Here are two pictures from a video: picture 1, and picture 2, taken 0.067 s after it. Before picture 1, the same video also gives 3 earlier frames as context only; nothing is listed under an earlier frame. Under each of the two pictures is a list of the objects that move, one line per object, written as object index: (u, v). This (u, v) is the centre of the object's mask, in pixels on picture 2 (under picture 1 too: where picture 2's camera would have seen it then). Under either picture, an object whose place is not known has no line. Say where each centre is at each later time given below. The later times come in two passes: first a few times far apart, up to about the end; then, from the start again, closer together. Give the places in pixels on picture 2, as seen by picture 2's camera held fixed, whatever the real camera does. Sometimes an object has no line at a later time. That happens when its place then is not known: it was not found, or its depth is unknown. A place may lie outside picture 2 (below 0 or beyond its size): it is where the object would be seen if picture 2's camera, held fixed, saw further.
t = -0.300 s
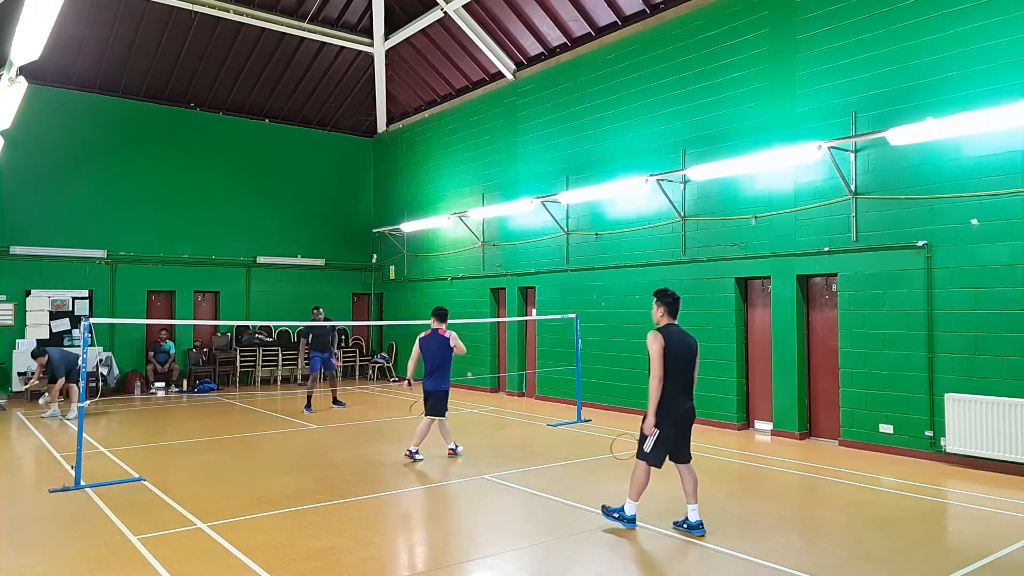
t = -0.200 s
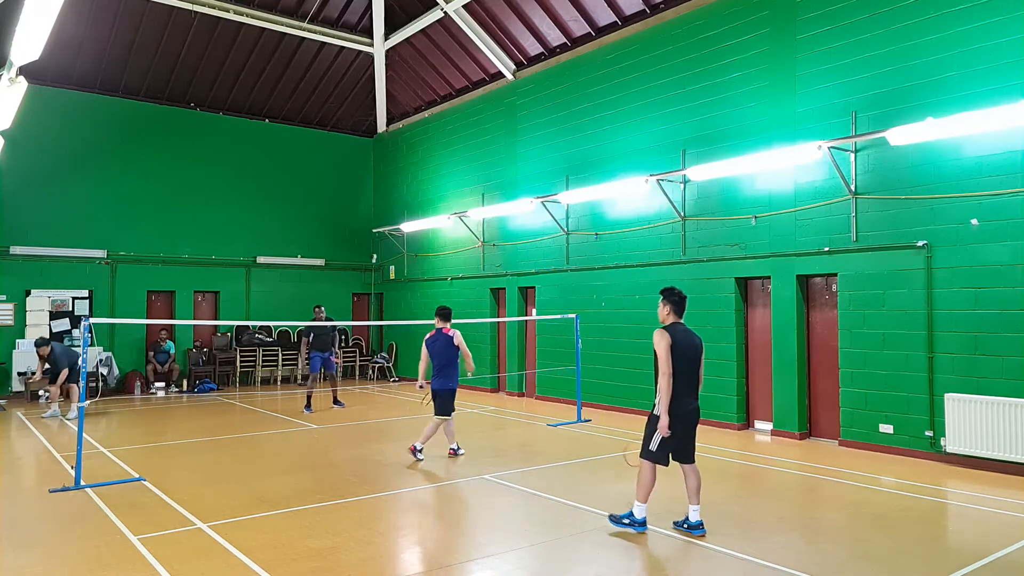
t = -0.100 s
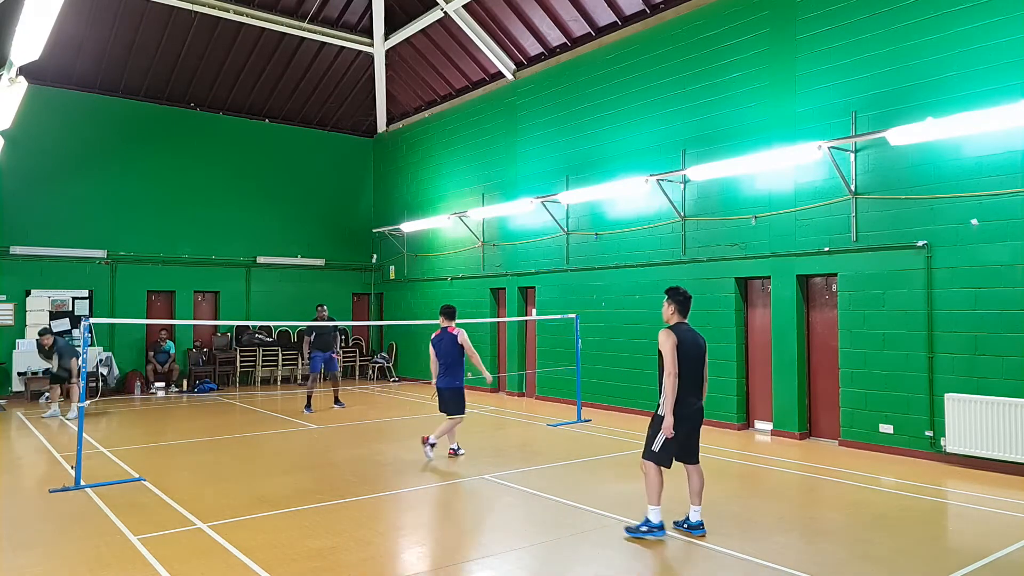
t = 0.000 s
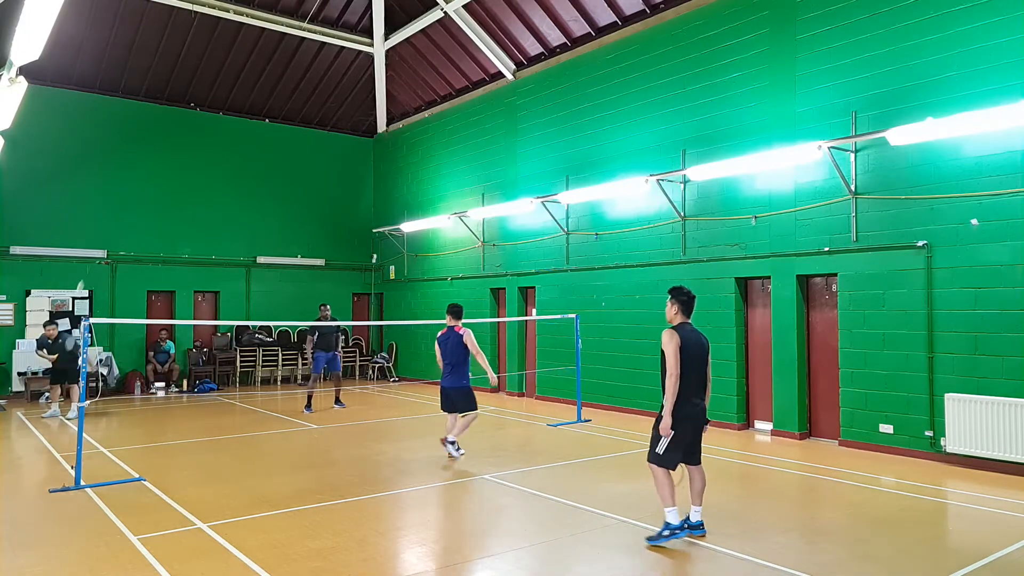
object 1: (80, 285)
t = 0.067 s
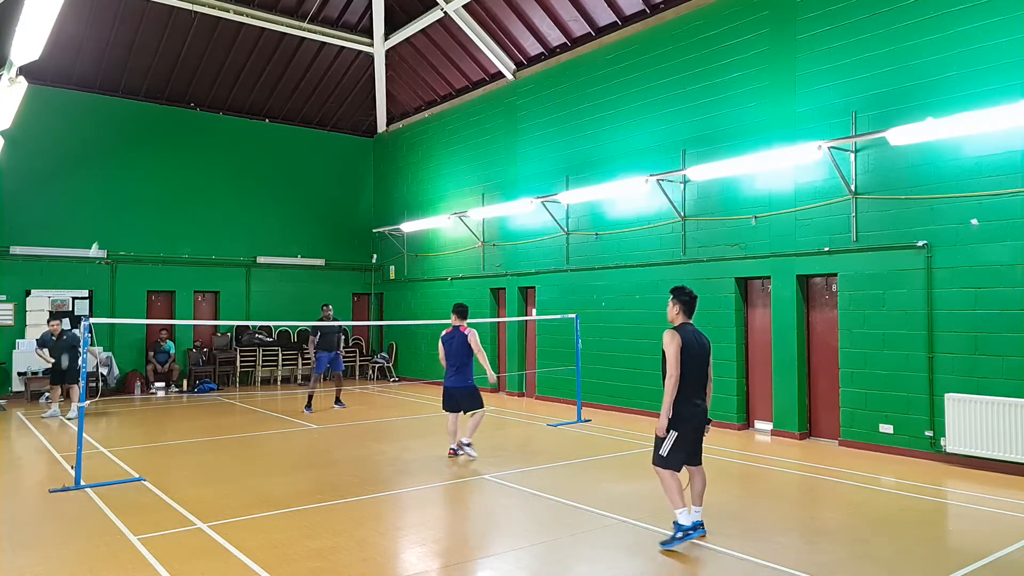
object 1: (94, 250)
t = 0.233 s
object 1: (124, 179)
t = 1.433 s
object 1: (248, 519)
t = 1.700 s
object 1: (255, 509)
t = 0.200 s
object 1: (119, 191)
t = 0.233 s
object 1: (124, 179)
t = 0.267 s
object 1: (130, 169)
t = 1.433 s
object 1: (248, 519)
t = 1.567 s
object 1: (252, 520)
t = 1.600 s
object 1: (252, 515)
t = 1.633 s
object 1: (253, 511)
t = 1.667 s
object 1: (254, 509)
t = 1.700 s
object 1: (255, 509)
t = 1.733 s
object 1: (255, 511)
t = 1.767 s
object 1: (256, 514)
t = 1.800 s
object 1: (256, 519)
